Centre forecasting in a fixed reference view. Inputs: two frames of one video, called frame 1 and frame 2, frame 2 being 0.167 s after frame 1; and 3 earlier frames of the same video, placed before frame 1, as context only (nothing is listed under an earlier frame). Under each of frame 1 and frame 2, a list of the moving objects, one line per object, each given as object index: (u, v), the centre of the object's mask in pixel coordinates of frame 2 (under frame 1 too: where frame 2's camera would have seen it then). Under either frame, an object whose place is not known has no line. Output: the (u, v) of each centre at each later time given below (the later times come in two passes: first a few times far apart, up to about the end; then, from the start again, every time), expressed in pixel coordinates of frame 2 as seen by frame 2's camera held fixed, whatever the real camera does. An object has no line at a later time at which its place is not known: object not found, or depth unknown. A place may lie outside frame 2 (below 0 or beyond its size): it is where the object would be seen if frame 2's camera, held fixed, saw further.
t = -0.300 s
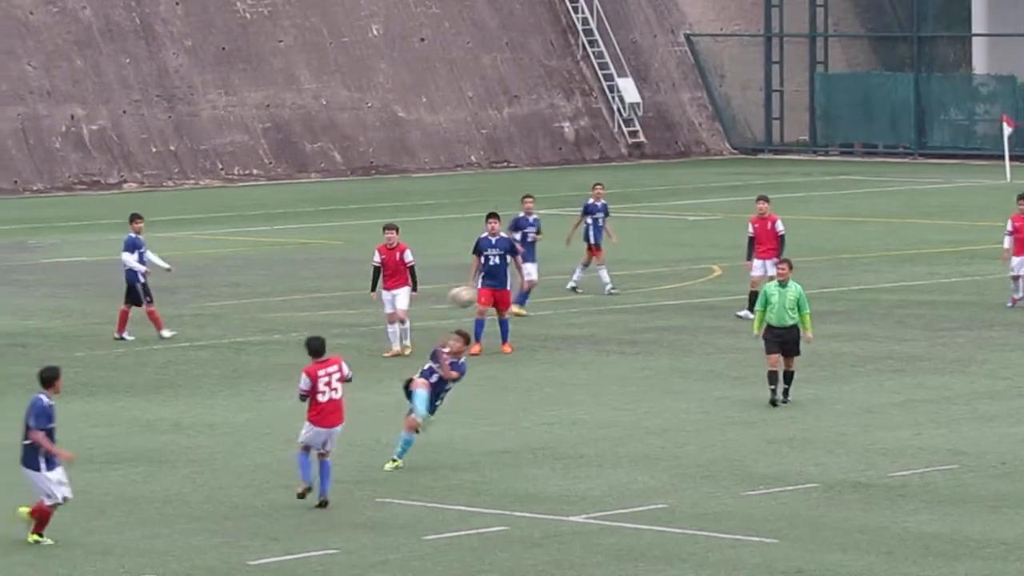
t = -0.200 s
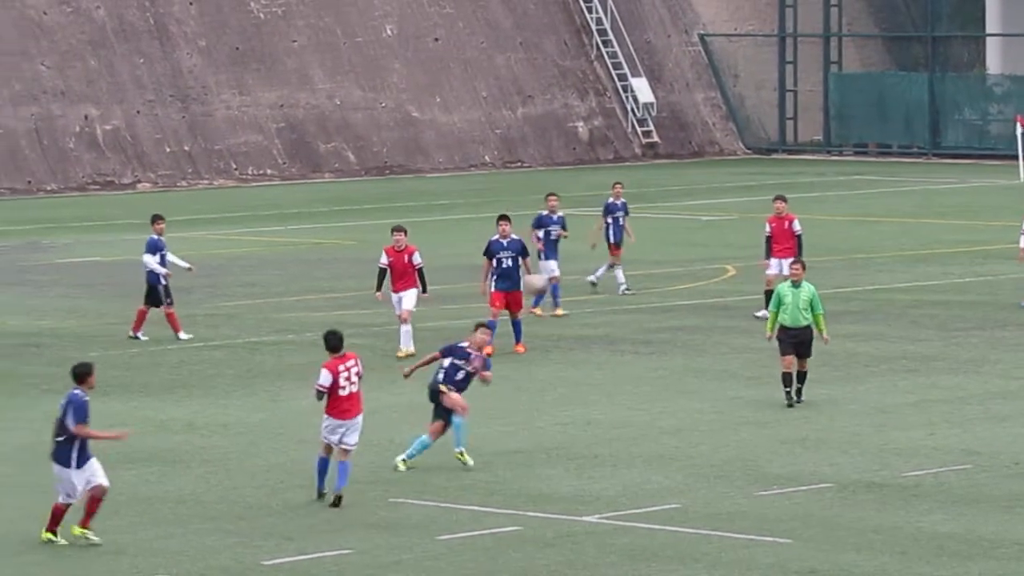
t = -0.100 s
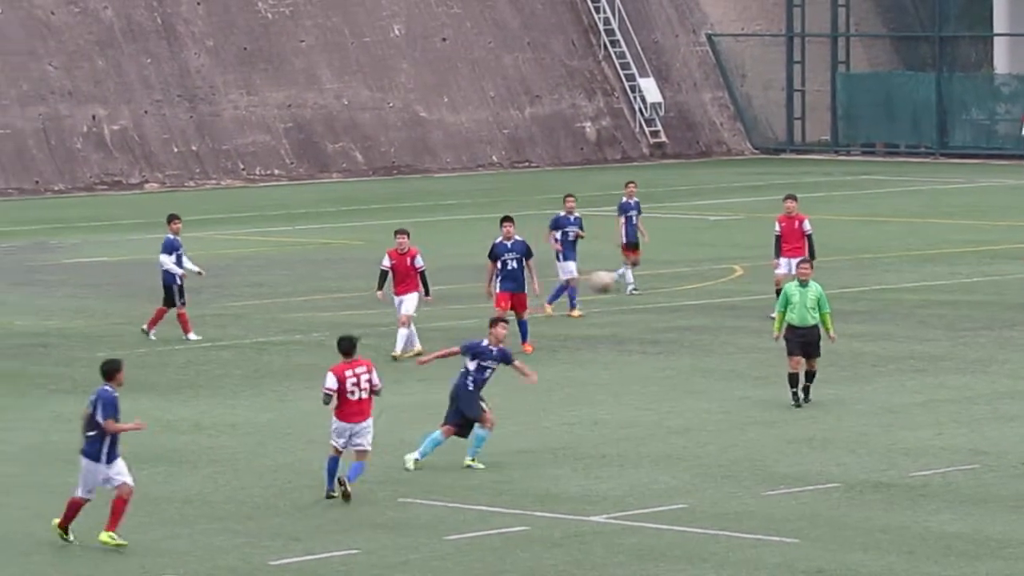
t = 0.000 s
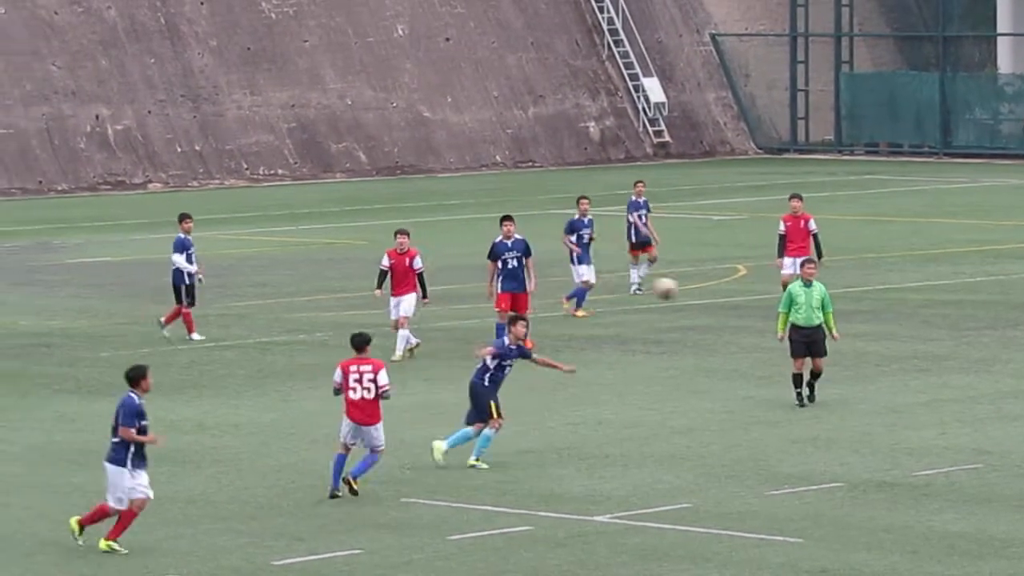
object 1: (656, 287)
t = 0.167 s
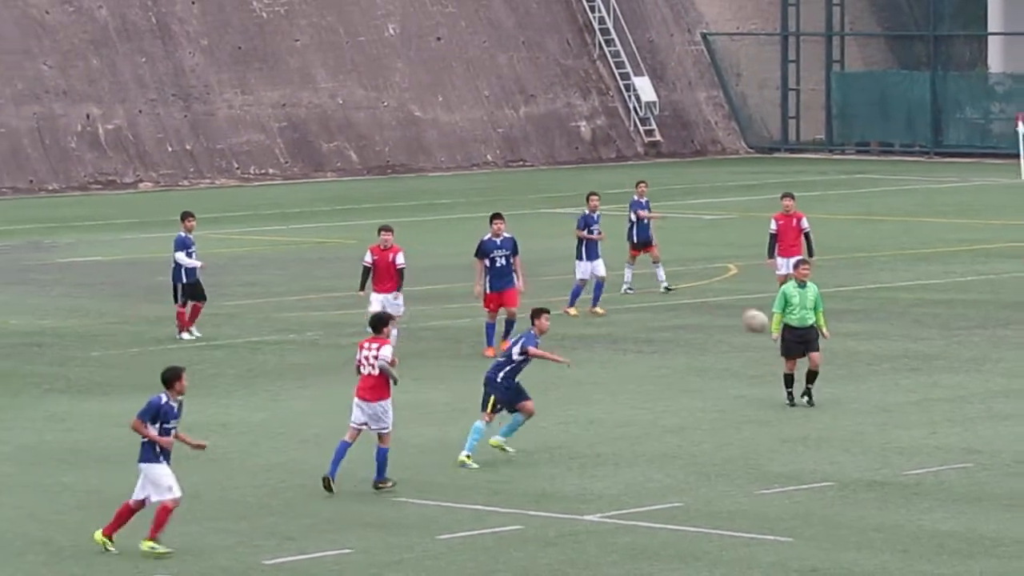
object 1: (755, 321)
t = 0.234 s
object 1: (796, 343)
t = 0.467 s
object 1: (935, 449)
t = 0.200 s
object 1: (776, 331)
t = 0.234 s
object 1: (796, 343)
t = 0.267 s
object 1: (817, 353)
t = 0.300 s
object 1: (836, 367)
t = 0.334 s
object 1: (857, 380)
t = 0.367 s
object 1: (876, 396)
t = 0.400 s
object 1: (896, 413)
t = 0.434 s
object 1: (916, 430)
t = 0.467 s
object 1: (935, 449)
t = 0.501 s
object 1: (955, 465)
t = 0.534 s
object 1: (971, 451)
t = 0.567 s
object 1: (990, 438)
